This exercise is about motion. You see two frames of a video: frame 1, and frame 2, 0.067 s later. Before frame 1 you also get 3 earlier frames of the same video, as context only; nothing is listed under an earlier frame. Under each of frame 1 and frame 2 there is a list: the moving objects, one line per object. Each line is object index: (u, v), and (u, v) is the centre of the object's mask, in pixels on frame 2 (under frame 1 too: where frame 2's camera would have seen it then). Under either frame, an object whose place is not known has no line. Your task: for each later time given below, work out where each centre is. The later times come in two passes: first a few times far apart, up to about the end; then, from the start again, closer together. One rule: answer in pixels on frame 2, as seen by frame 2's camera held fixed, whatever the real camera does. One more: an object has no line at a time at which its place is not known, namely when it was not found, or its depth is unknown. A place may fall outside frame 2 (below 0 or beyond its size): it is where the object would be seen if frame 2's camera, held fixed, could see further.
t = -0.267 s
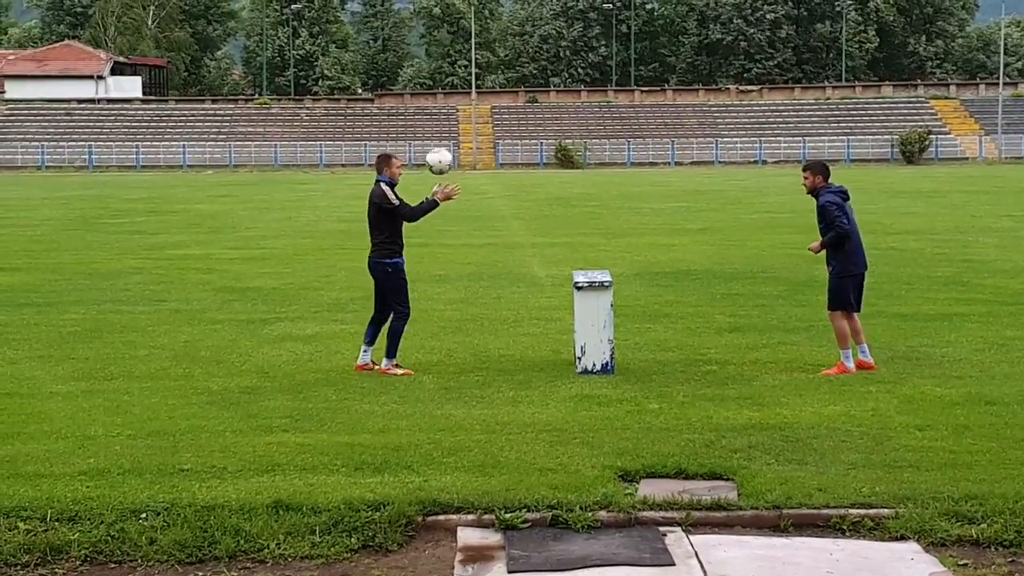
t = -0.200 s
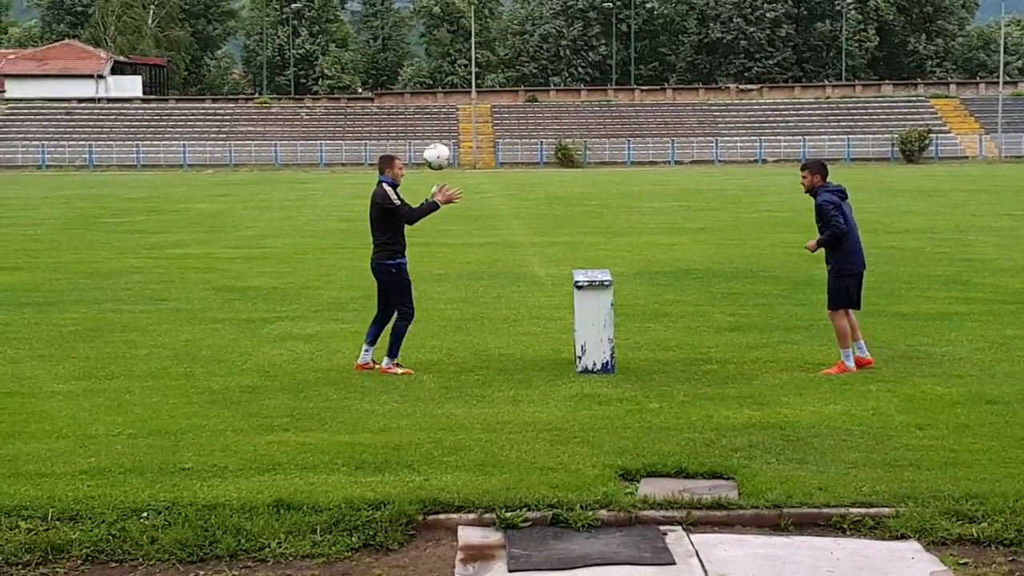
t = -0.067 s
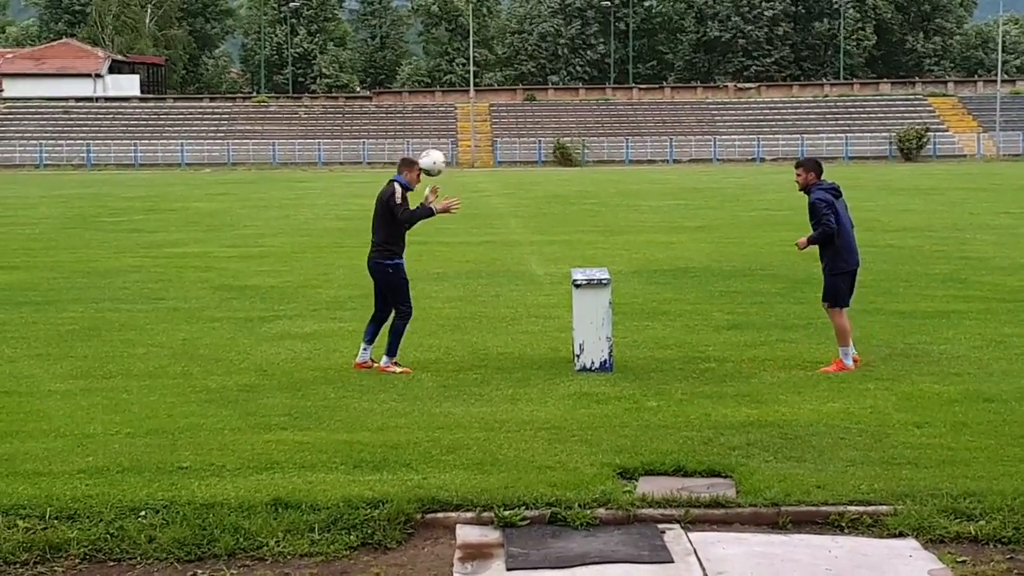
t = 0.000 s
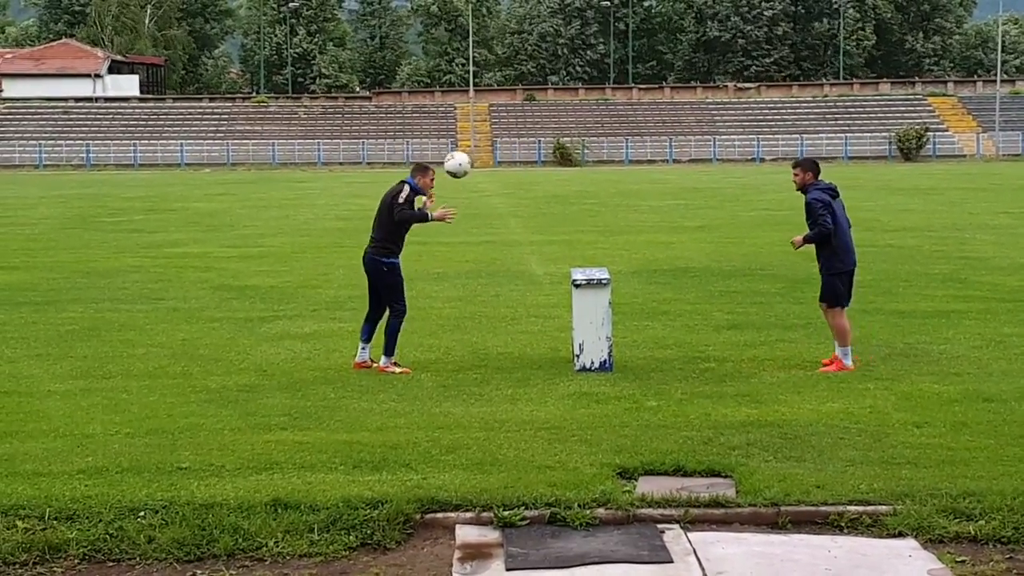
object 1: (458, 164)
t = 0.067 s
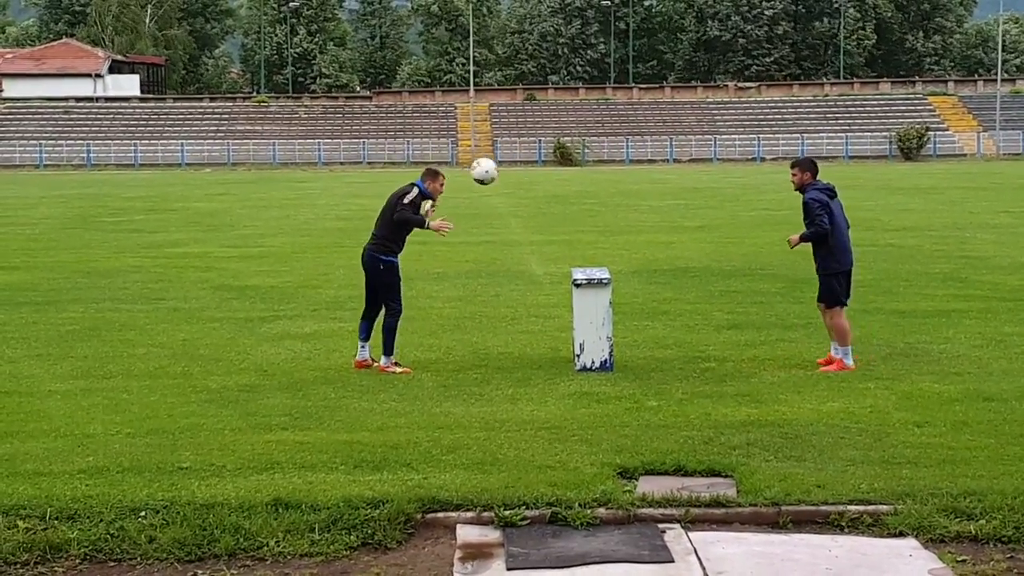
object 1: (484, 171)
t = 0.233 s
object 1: (549, 211)
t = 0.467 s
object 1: (620, 225)
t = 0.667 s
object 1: (662, 194)
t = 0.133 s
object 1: (510, 183)
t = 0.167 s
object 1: (523, 191)
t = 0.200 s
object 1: (536, 200)
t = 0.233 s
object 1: (549, 211)
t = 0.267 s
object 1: (562, 223)
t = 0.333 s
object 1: (588, 250)
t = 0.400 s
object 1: (605, 245)
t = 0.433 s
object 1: (613, 234)
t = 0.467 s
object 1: (620, 225)
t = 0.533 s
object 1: (634, 210)
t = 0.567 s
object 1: (640, 204)
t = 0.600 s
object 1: (648, 199)
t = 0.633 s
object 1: (655, 196)
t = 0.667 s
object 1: (662, 194)
